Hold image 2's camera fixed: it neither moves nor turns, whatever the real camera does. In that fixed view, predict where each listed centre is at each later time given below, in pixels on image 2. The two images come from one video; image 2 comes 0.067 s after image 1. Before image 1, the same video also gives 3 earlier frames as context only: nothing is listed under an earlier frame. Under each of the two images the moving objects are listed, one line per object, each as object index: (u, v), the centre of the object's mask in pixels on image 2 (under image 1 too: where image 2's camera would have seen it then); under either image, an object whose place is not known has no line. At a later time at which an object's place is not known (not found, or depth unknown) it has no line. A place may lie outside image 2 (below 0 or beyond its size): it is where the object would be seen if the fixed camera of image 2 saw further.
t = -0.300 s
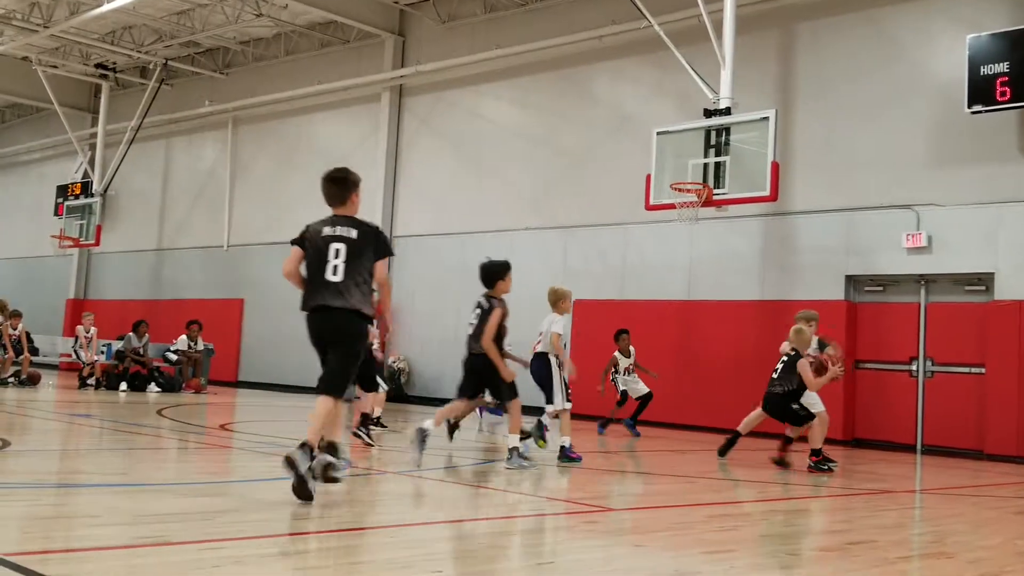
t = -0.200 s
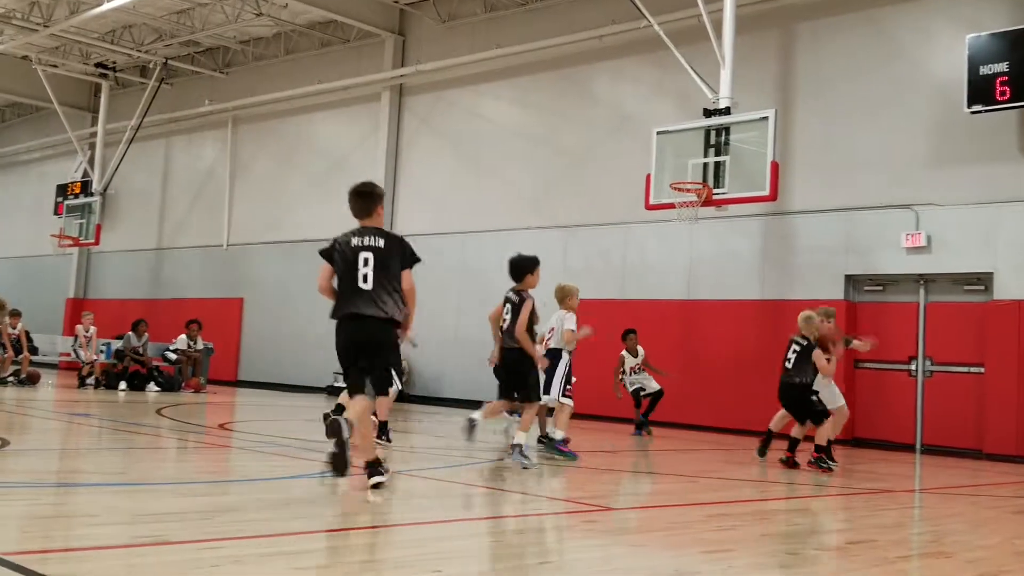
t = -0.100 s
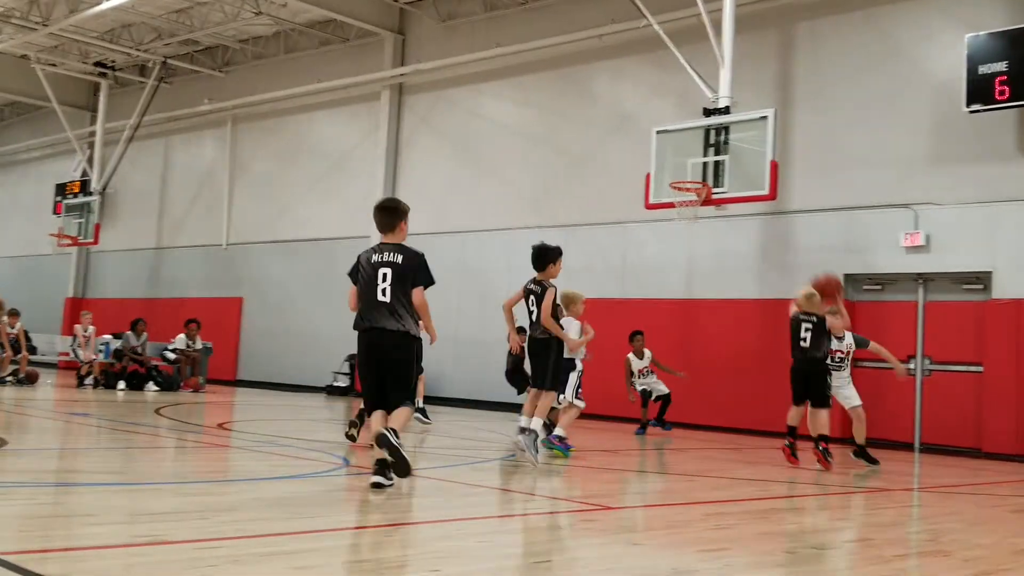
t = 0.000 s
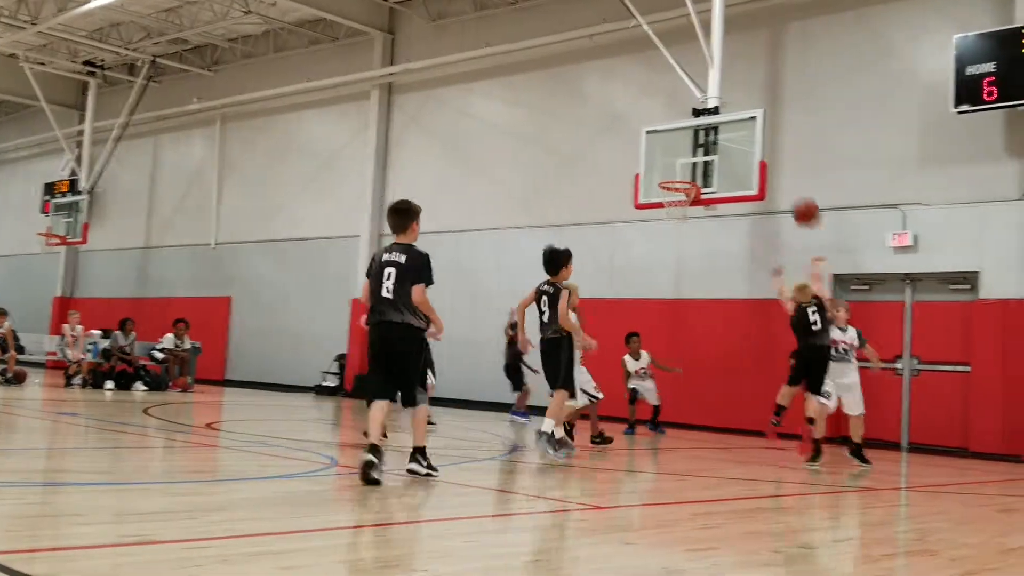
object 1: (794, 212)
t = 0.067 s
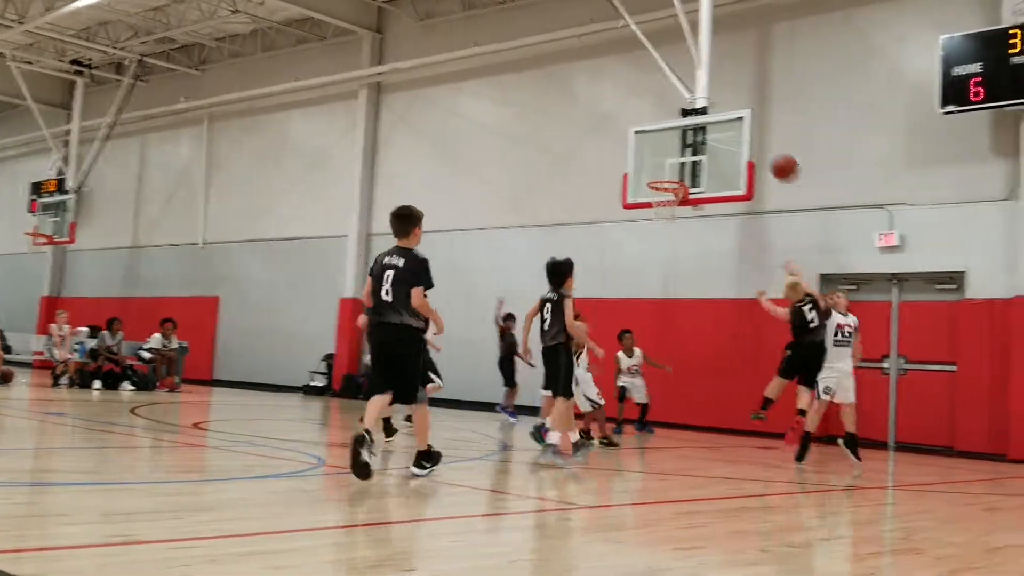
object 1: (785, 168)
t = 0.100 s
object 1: (779, 148)
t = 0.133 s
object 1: (775, 129)
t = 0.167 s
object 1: (771, 112)
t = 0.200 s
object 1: (767, 97)
